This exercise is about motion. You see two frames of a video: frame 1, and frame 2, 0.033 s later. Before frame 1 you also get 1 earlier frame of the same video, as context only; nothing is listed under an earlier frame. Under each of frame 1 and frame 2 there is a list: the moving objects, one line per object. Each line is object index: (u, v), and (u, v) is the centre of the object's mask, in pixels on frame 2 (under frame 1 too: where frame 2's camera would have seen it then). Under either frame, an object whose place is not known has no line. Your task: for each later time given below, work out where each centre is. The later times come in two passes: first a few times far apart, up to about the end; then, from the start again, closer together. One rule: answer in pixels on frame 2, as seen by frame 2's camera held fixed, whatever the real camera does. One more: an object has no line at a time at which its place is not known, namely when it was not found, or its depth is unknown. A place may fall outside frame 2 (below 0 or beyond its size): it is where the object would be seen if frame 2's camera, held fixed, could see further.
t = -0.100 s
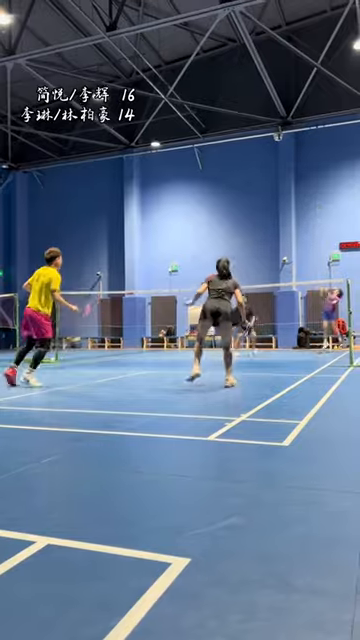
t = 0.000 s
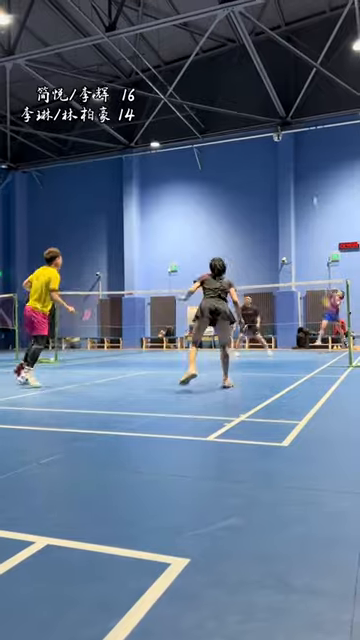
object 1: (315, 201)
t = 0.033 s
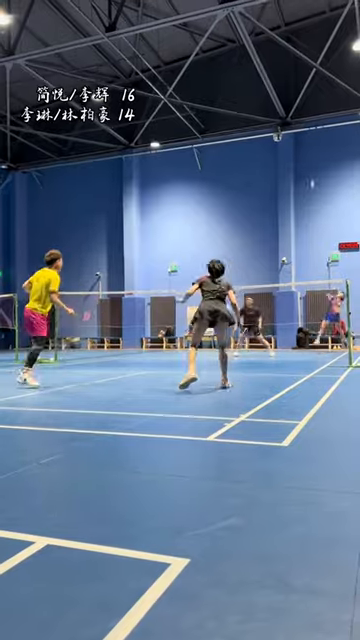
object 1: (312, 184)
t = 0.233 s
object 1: (296, 96)
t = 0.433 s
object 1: (282, 41)
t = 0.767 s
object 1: (252, 27)
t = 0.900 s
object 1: (237, 59)
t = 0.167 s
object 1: (301, 119)
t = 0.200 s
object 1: (299, 107)
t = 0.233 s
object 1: (296, 96)
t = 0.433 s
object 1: (282, 41)
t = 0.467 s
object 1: (279, 35)
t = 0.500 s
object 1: (276, 29)
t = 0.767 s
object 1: (252, 27)
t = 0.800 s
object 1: (249, 32)
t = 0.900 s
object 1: (237, 59)
